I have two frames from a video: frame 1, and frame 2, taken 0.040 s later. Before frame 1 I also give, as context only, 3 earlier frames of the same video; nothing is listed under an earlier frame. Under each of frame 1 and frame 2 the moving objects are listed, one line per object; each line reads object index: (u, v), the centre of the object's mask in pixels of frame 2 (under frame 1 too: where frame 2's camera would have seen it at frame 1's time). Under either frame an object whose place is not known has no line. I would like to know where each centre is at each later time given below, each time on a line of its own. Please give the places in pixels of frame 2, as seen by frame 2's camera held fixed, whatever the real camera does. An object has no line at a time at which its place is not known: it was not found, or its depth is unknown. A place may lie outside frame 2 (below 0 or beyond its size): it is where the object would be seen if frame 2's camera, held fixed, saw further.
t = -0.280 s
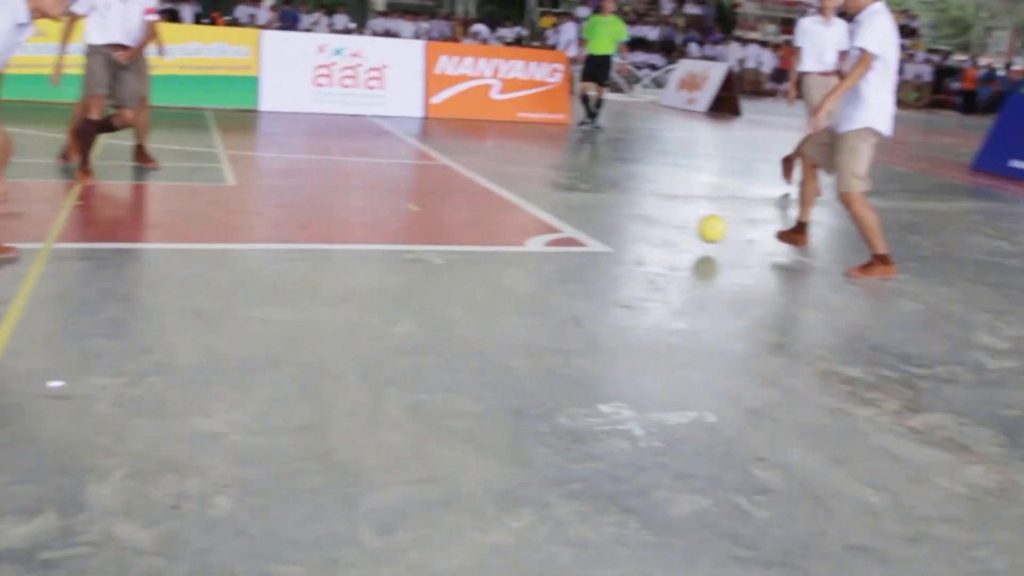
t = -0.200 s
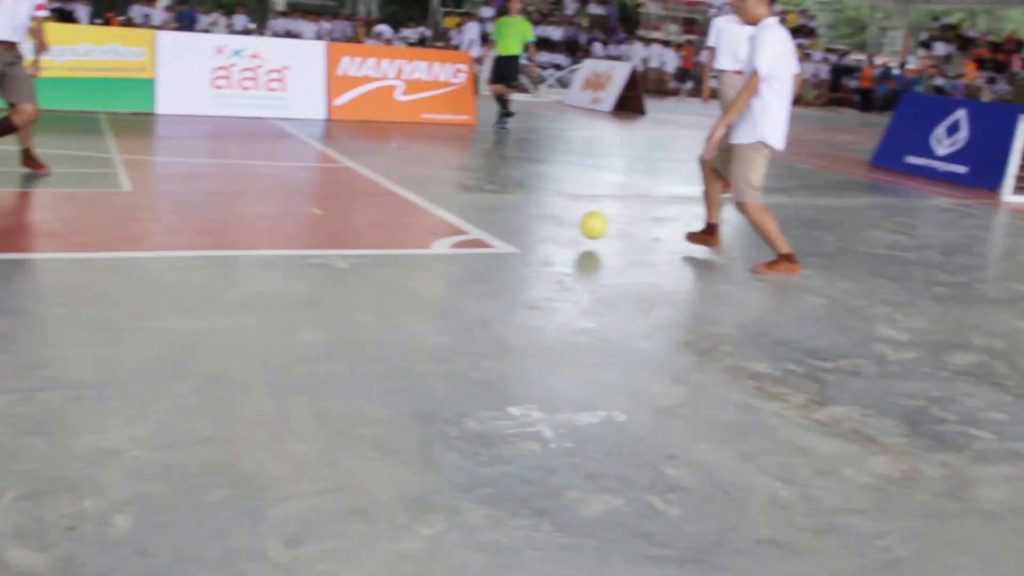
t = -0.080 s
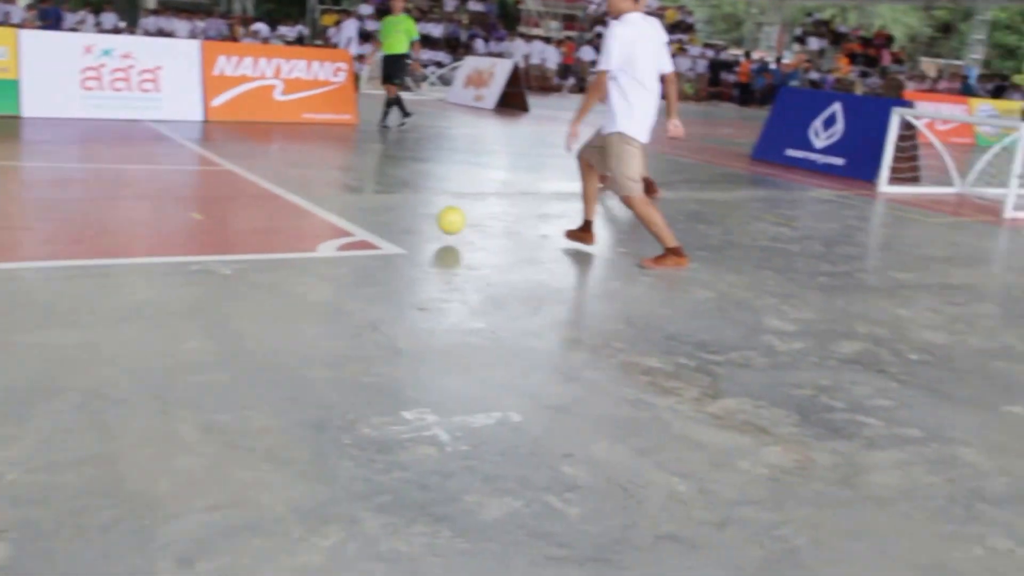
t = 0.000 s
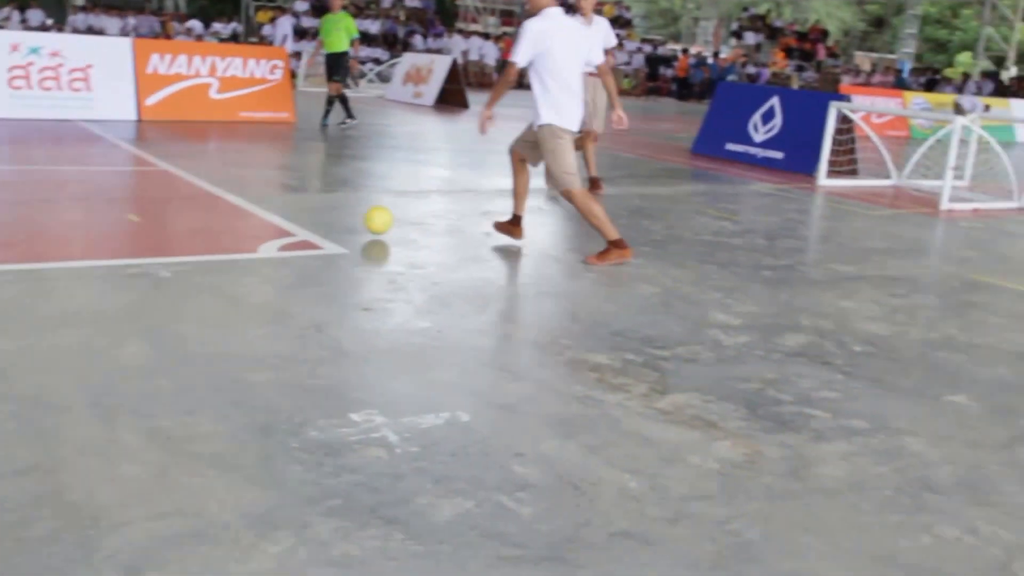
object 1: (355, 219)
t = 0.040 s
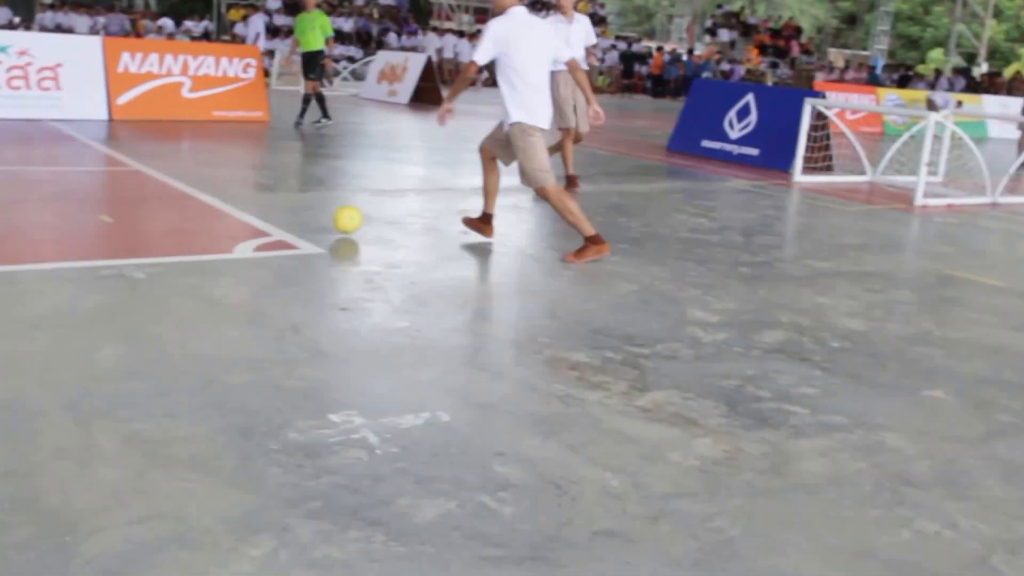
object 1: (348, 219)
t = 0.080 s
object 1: (341, 216)
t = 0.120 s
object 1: (334, 216)
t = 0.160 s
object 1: (327, 218)
